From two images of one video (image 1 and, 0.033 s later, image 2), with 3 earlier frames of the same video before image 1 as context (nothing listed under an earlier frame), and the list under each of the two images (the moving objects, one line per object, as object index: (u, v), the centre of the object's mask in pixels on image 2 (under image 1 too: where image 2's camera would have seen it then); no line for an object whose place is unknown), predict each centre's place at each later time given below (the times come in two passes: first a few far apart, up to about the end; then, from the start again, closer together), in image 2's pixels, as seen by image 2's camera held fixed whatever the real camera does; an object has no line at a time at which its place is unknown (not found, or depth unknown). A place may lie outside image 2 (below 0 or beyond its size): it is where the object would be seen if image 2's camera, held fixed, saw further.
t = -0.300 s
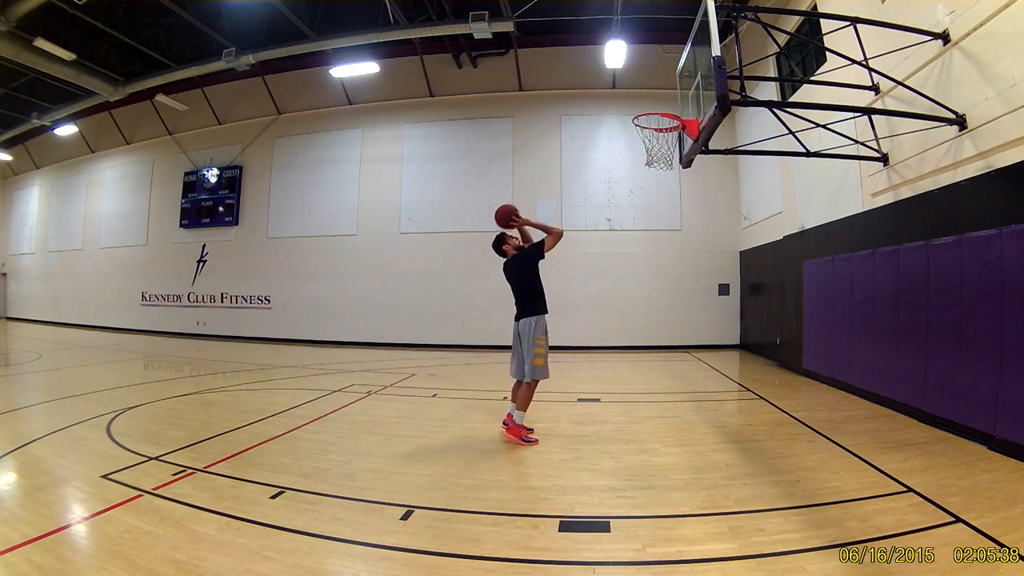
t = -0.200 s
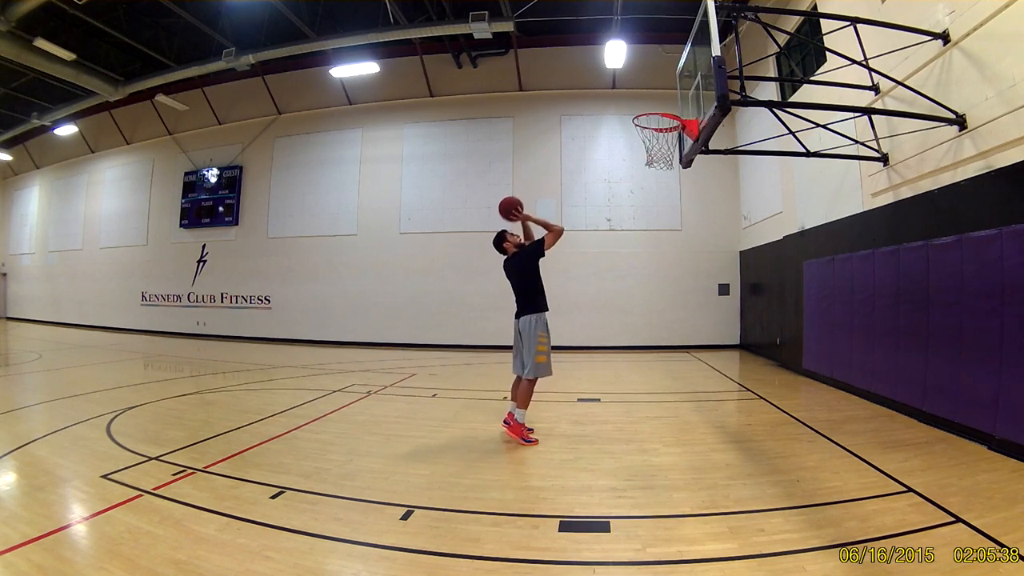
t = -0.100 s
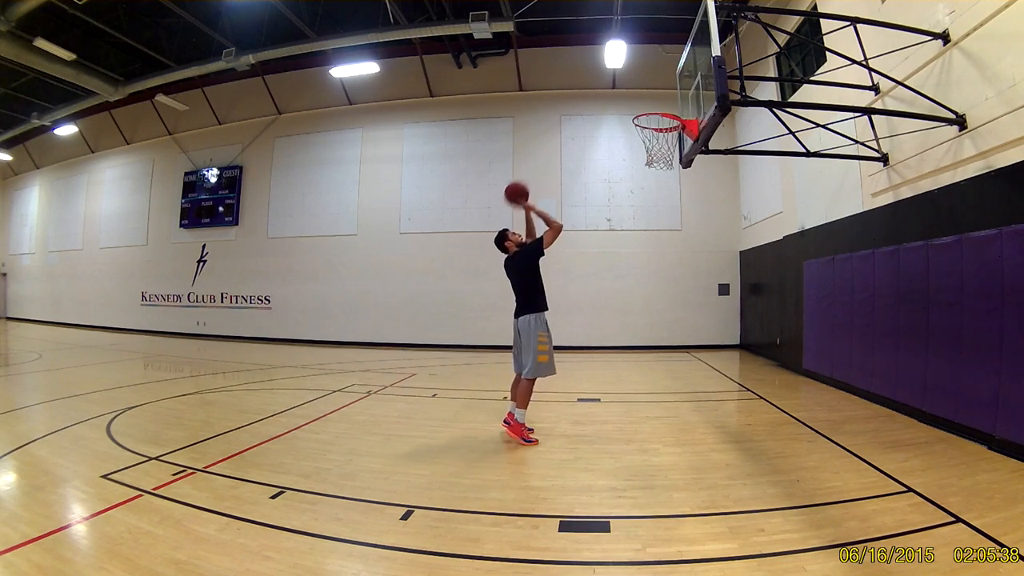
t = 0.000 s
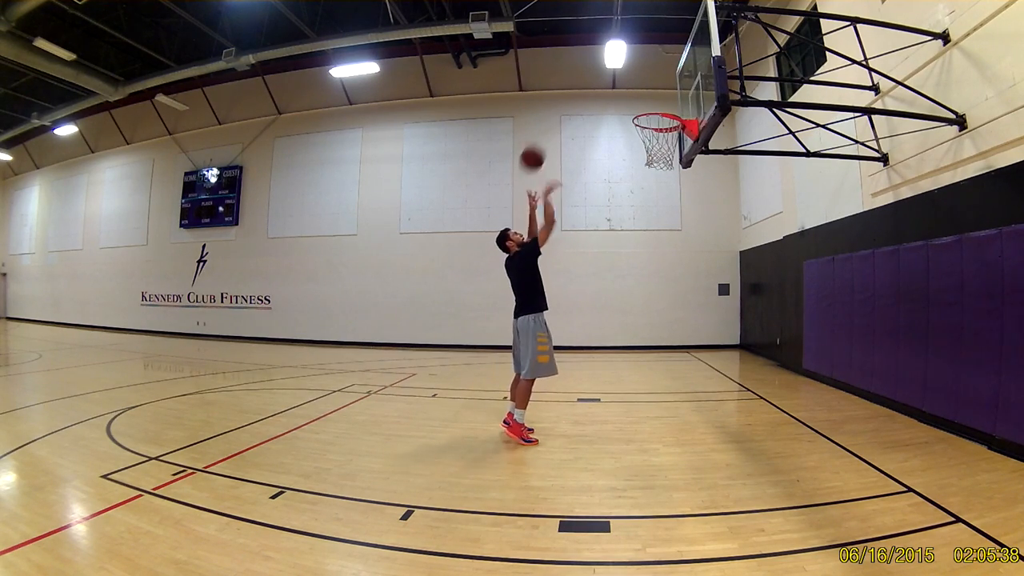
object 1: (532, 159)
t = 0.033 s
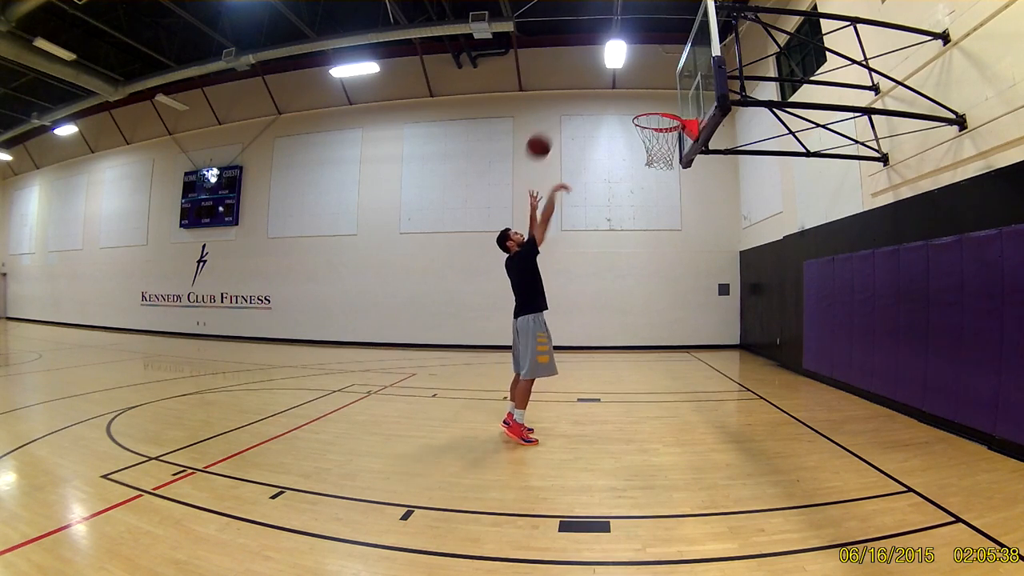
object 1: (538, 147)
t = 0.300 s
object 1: (588, 92)
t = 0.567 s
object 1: (637, 105)
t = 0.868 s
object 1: (684, 176)
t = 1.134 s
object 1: (708, 282)
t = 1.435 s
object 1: (720, 395)
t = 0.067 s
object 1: (545, 136)
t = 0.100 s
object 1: (551, 126)
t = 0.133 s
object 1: (557, 117)
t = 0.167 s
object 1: (563, 111)
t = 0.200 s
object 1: (570, 104)
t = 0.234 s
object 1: (576, 99)
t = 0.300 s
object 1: (588, 92)
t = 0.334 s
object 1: (594, 90)
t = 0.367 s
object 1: (601, 89)
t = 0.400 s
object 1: (607, 89)
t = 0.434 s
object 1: (613, 91)
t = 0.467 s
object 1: (619, 93)
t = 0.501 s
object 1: (625, 96)
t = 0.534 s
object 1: (632, 100)
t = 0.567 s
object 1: (637, 105)
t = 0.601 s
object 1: (644, 111)
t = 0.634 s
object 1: (651, 119)
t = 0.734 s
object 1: (670, 148)
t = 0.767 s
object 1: (675, 154)
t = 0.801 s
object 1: (678, 161)
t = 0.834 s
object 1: (681, 168)
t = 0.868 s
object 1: (684, 176)
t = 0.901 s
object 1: (687, 186)
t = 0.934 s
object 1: (690, 196)
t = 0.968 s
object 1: (694, 208)
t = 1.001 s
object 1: (697, 221)
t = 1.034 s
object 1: (700, 234)
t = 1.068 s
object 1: (703, 249)
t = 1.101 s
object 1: (706, 266)
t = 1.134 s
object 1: (708, 282)
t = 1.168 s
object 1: (711, 300)
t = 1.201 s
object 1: (714, 320)
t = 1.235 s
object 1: (717, 340)
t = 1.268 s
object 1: (719, 361)
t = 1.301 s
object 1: (721, 382)
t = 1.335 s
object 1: (723, 406)
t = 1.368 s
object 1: (724, 428)
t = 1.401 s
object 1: (723, 413)
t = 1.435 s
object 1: (720, 395)
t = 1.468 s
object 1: (718, 380)
